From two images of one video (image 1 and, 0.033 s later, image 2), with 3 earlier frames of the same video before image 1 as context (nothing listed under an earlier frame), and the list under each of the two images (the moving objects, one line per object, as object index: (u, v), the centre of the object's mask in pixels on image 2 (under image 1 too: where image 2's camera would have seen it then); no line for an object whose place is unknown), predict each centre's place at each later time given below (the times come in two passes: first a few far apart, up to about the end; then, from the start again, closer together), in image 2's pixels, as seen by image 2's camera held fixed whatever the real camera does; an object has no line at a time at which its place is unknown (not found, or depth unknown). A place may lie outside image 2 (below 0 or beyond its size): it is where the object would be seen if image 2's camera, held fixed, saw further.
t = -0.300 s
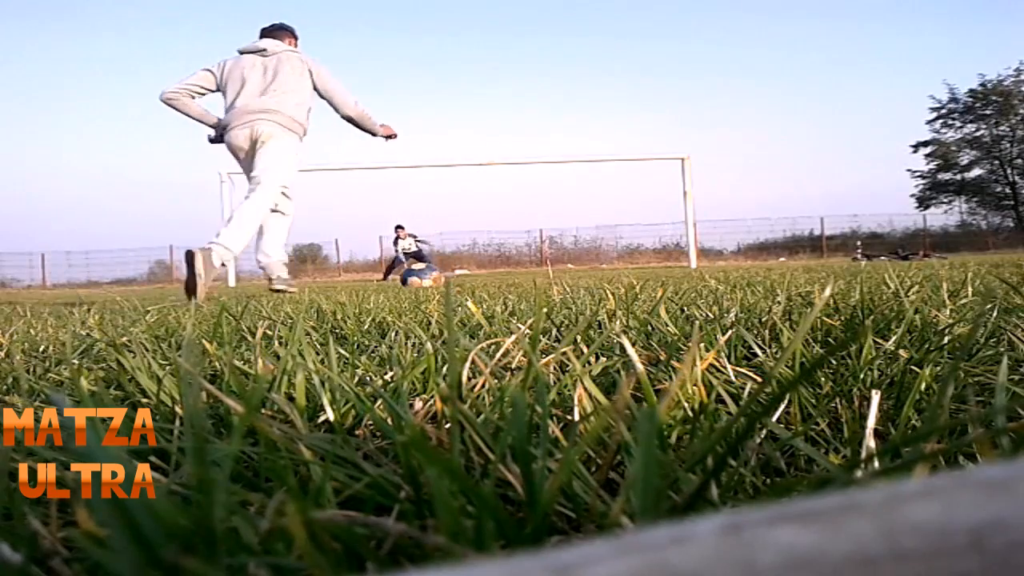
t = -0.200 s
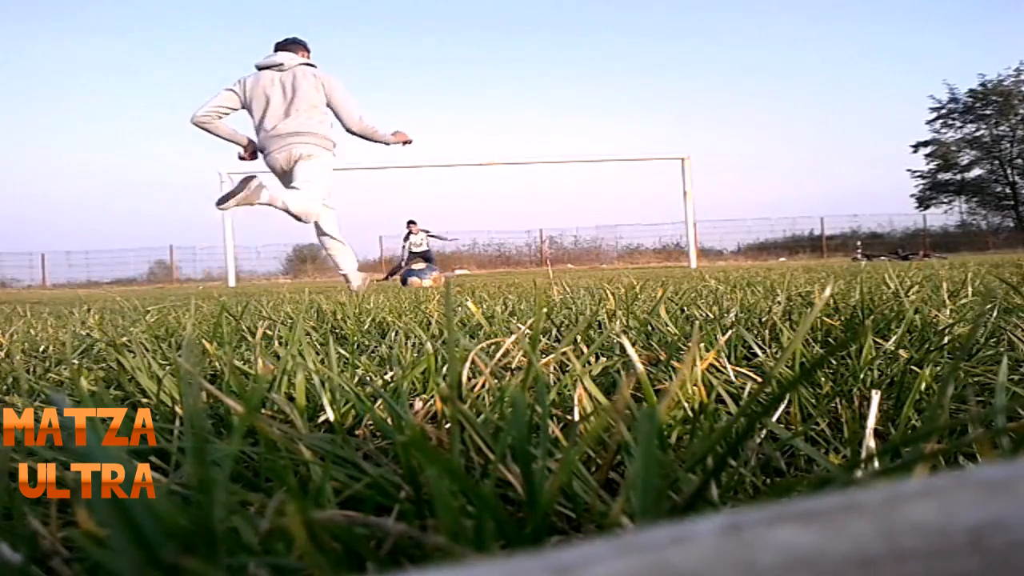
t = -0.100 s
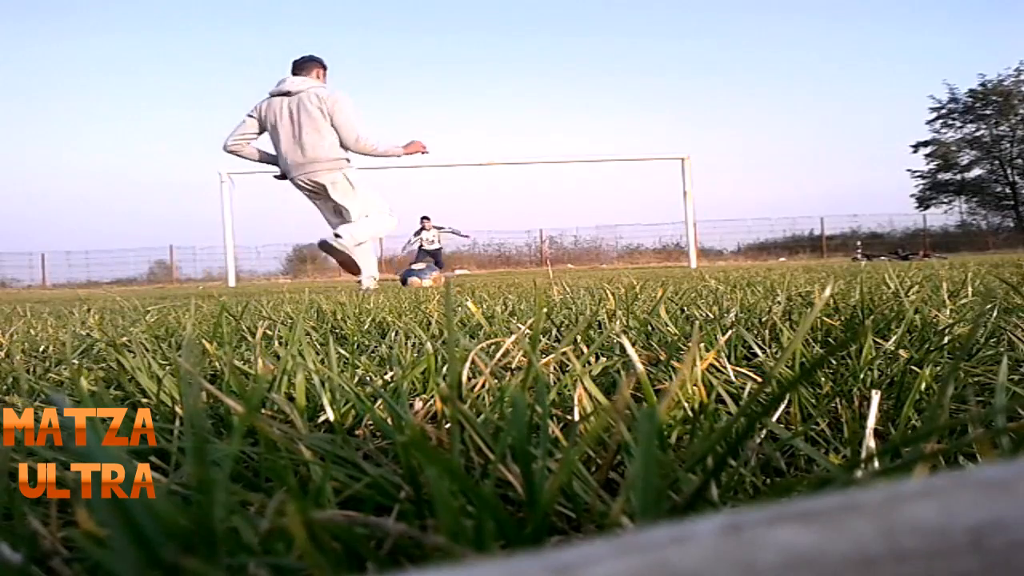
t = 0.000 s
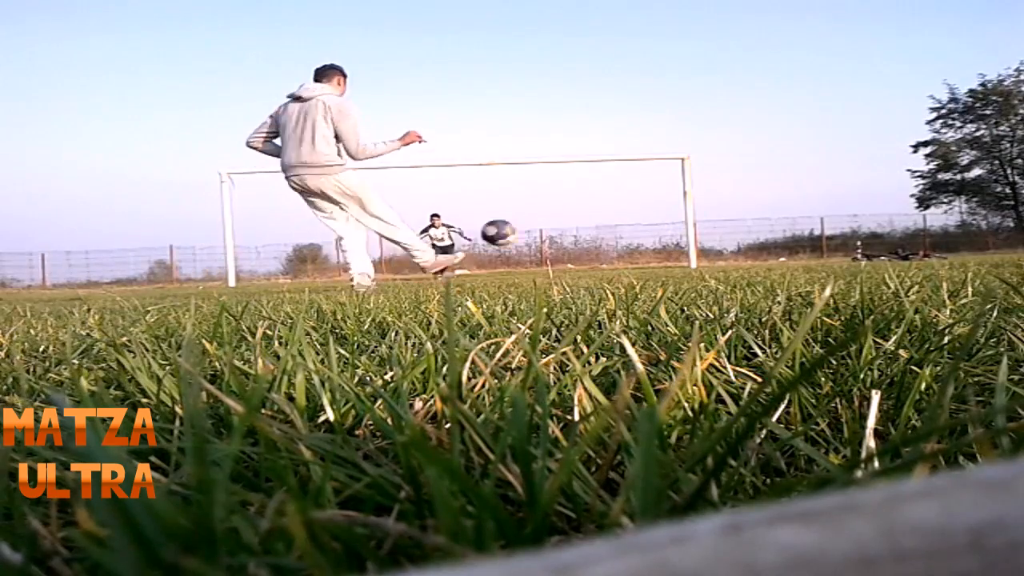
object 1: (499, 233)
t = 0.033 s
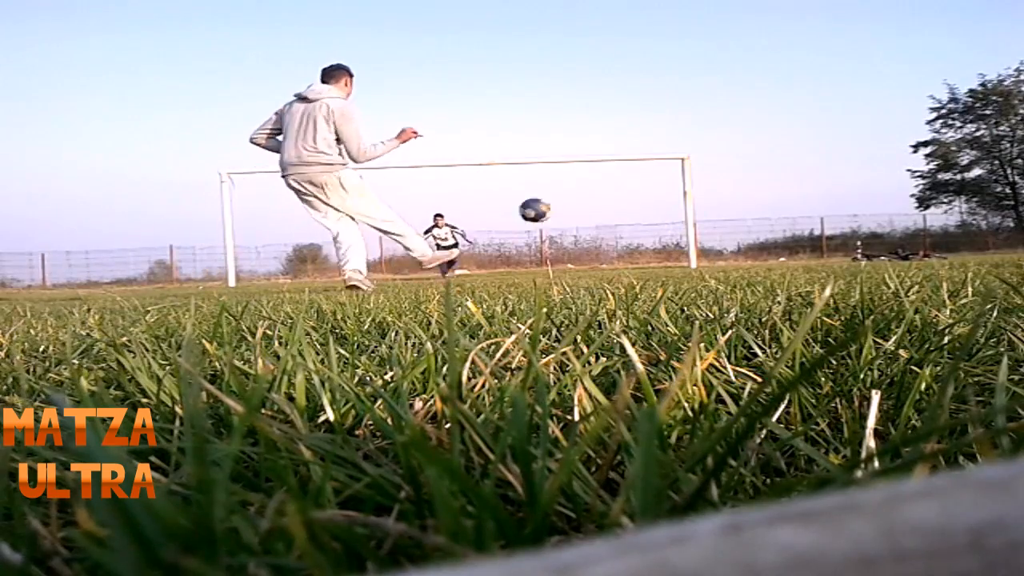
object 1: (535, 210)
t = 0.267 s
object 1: (684, 134)
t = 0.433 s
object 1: (738, 124)
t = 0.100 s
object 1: (592, 177)
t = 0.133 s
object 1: (615, 165)
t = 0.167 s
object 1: (635, 155)
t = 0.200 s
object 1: (654, 146)
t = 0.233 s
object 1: (670, 139)
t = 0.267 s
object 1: (684, 134)
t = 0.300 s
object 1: (697, 131)
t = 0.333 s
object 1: (709, 128)
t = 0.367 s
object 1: (720, 126)
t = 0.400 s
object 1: (730, 125)
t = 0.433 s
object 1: (738, 124)
